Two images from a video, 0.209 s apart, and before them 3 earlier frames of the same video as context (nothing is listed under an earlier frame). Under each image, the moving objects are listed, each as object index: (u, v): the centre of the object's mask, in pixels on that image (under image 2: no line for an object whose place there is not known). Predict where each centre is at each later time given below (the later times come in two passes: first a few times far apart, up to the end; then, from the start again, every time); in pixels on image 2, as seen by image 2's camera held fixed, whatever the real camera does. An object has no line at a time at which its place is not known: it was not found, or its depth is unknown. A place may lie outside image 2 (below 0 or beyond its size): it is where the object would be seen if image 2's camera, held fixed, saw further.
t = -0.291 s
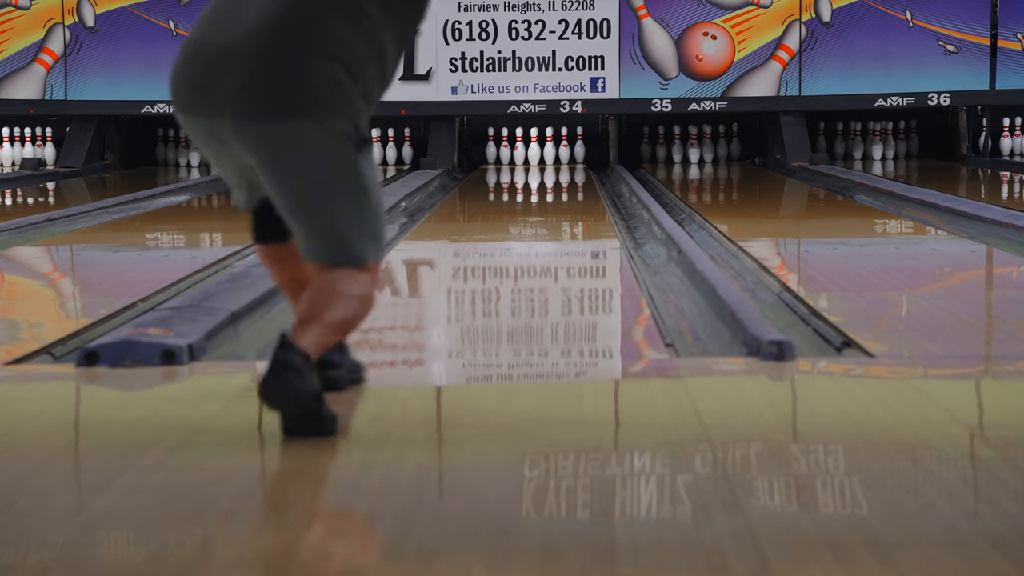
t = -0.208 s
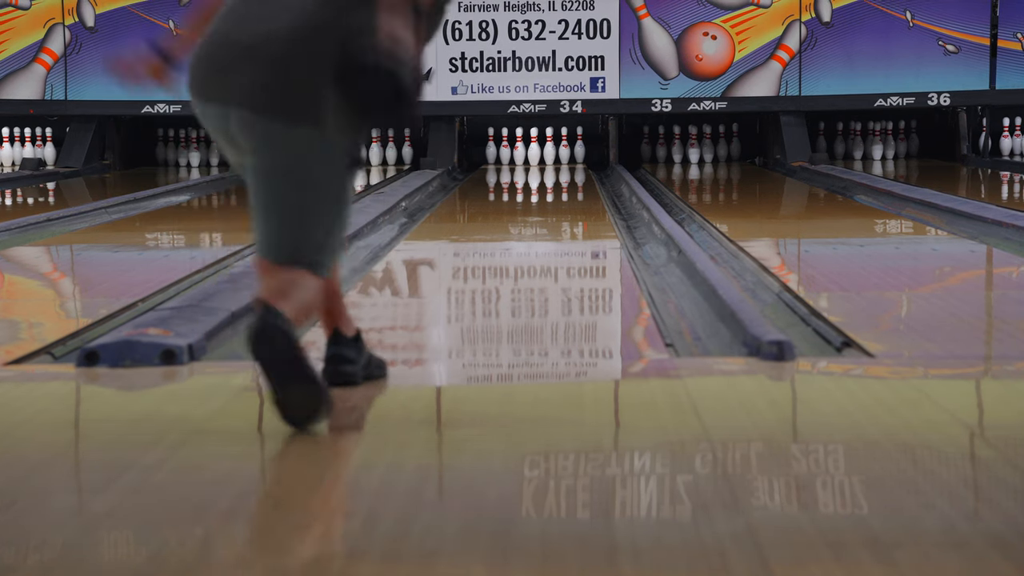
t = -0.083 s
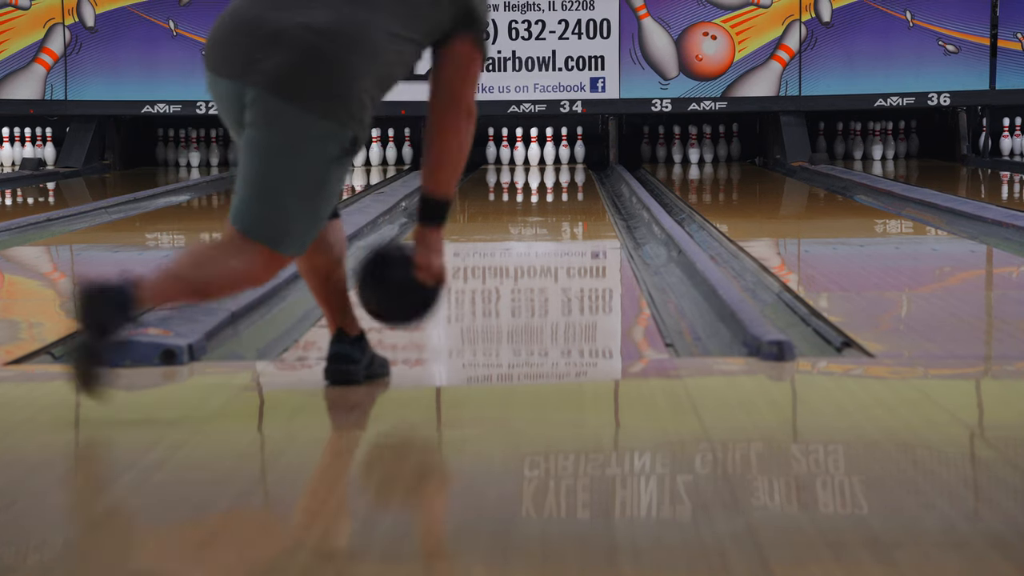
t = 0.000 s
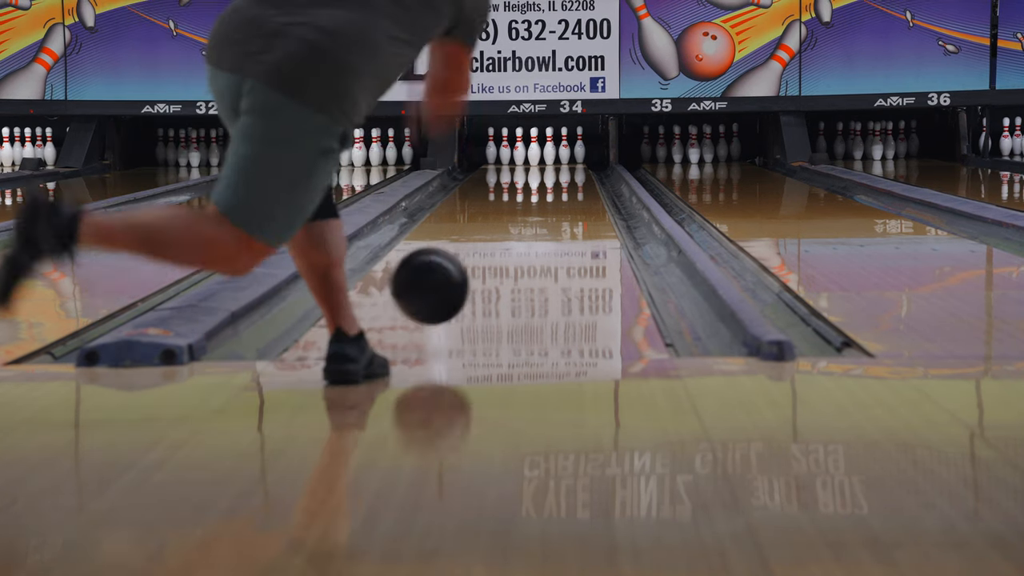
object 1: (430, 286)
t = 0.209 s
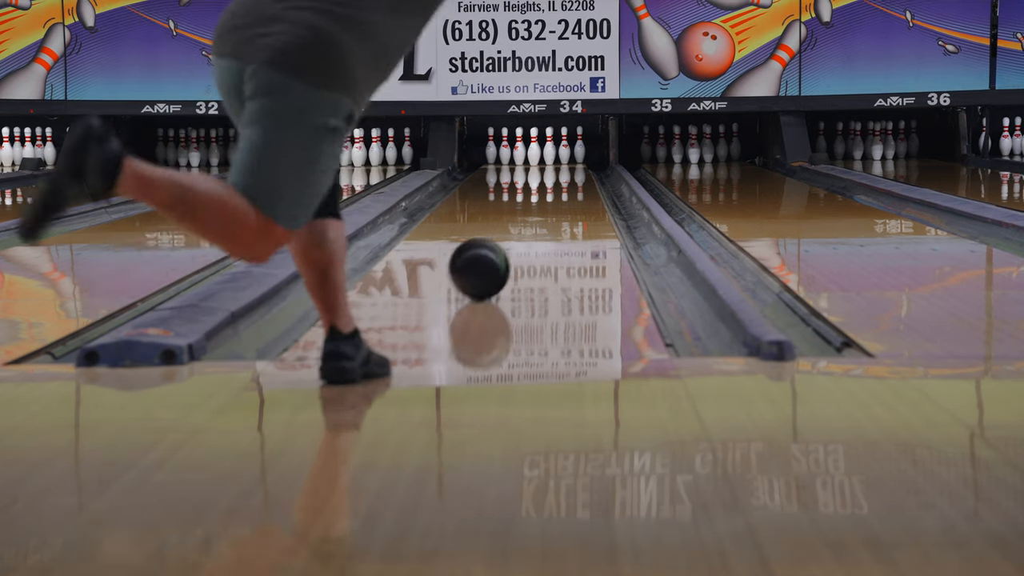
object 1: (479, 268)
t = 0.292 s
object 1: (493, 255)
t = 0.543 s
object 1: (524, 225)
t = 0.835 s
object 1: (547, 201)
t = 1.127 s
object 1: (561, 185)
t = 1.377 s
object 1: (568, 175)
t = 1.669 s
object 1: (569, 166)
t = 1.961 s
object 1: (558, 159)
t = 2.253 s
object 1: (543, 155)
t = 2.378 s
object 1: (543, 154)
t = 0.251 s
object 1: (486, 261)
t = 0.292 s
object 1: (493, 255)
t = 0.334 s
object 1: (499, 248)
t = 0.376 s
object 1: (505, 243)
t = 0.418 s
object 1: (510, 238)
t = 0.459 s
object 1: (515, 233)
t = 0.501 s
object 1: (520, 229)
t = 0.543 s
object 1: (524, 225)
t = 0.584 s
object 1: (528, 221)
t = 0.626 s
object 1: (532, 218)
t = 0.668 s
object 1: (535, 214)
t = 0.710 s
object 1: (538, 211)
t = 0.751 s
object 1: (541, 207)
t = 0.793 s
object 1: (544, 204)
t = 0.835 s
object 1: (547, 201)
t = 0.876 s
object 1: (550, 198)
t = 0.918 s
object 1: (552, 196)
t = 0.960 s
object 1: (554, 194)
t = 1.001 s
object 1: (555, 191)
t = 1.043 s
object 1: (558, 189)
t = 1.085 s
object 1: (559, 187)
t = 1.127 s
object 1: (561, 185)
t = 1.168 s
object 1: (562, 183)
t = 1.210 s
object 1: (564, 181)
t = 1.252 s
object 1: (565, 180)
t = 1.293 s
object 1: (566, 178)
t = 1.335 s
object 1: (567, 176)
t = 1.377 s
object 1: (568, 175)
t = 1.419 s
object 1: (569, 174)
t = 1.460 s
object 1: (569, 172)
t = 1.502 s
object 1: (570, 171)
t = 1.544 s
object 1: (570, 170)
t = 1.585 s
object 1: (570, 168)
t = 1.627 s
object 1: (570, 167)
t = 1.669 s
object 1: (569, 166)
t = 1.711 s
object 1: (569, 165)
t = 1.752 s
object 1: (567, 164)
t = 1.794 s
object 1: (567, 163)
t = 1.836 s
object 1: (565, 162)
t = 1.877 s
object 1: (564, 161)
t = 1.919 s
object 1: (560, 160)
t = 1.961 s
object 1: (558, 159)
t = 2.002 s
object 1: (556, 159)
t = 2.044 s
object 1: (553, 158)
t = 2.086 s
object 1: (550, 157)
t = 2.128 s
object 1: (548, 156)
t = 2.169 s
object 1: (544, 156)
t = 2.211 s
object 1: (543, 155)
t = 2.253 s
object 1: (543, 155)
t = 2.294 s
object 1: (541, 155)
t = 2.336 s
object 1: (541, 154)
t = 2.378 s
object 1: (543, 154)
